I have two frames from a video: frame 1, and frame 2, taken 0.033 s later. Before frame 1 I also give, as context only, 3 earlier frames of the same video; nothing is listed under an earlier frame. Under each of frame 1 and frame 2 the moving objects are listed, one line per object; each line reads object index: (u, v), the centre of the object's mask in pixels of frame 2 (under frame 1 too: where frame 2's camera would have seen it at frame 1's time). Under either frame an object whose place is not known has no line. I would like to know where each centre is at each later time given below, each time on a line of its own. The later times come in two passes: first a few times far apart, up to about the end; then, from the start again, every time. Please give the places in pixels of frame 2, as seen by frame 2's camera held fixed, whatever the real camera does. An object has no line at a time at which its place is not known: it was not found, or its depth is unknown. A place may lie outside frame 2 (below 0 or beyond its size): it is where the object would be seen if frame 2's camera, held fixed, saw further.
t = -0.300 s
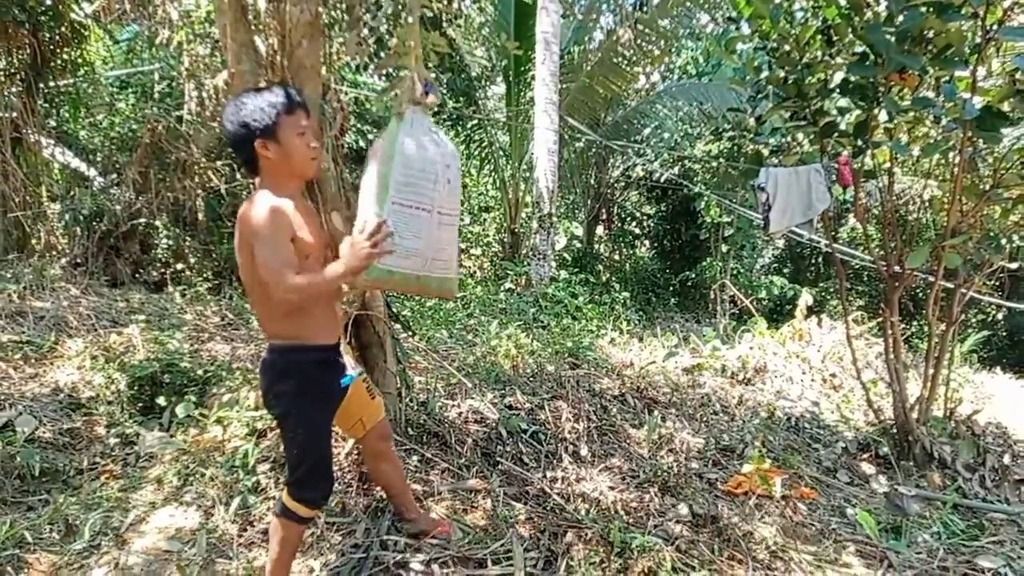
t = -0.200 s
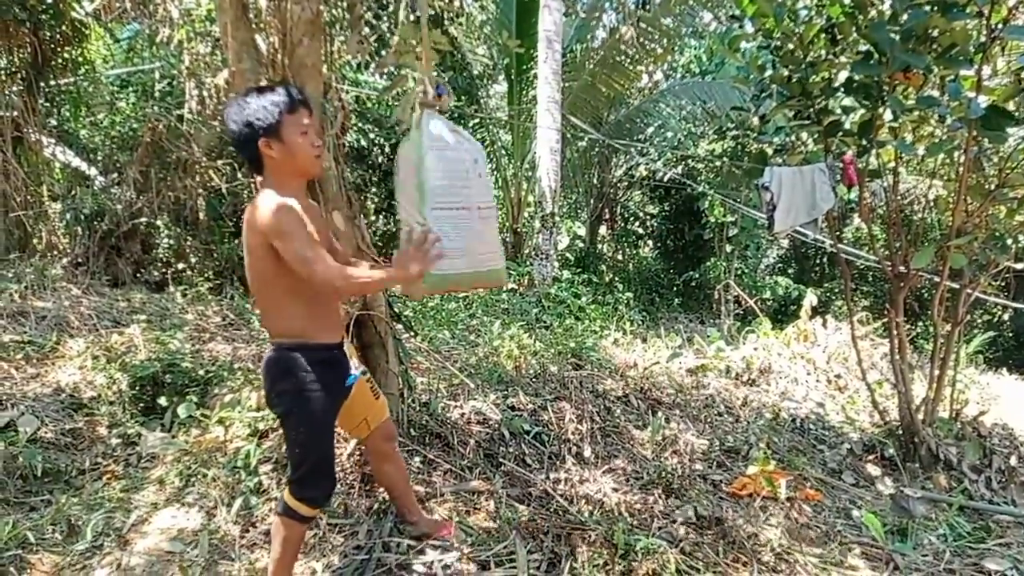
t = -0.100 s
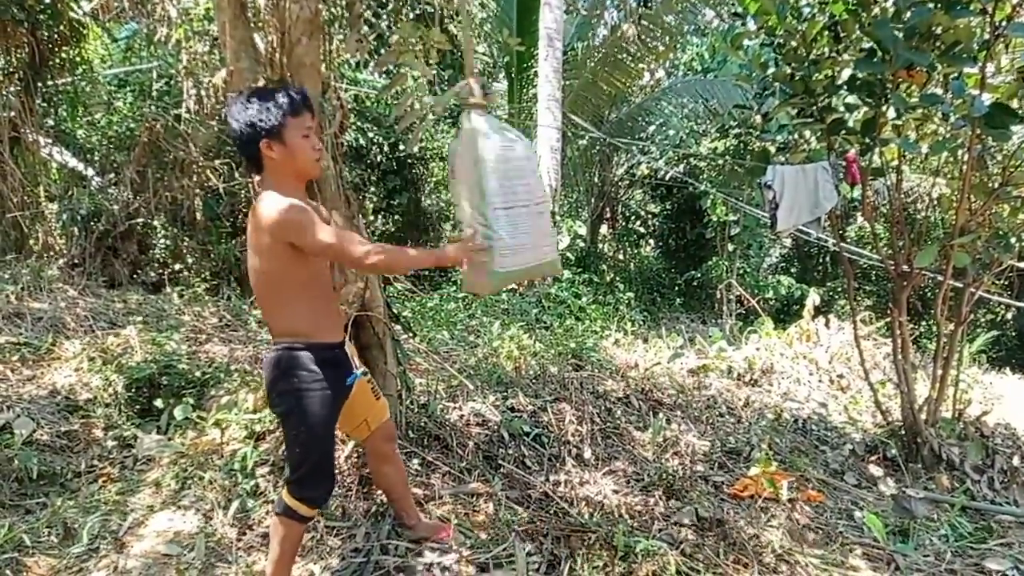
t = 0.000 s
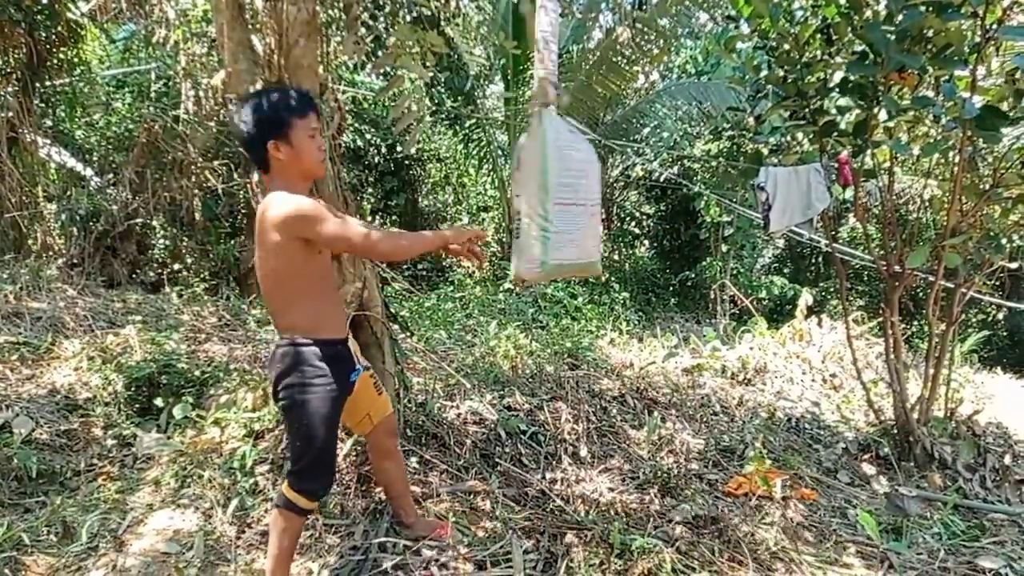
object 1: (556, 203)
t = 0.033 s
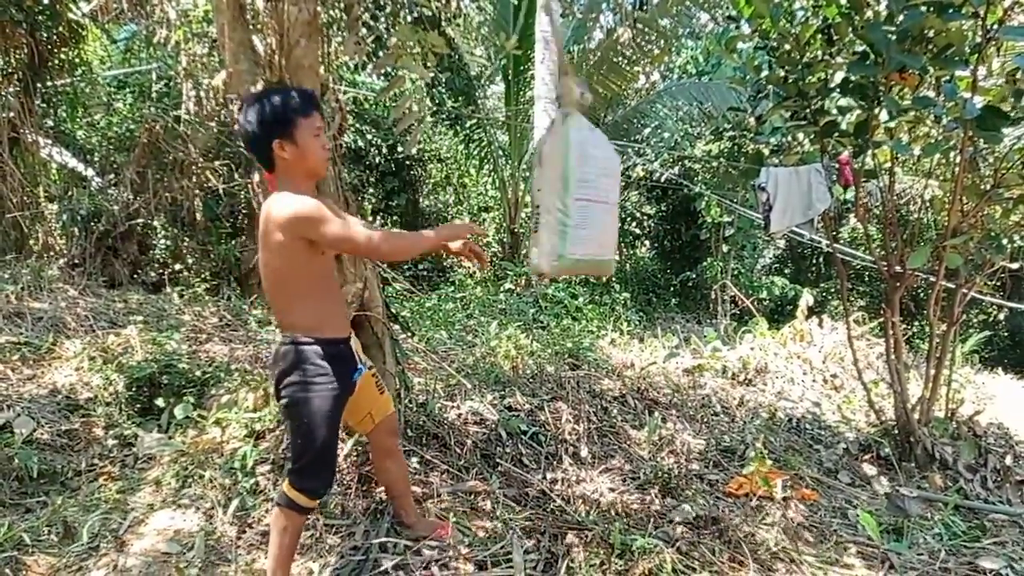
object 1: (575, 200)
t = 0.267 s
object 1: (670, 170)
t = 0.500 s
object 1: (725, 137)
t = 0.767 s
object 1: (737, 130)
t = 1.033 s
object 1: (699, 151)
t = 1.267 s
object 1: (620, 185)
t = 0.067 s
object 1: (592, 196)
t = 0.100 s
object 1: (608, 192)
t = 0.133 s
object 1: (622, 188)
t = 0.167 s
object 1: (635, 182)
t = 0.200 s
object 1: (648, 179)
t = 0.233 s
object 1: (659, 174)
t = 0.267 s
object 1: (670, 170)
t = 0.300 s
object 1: (680, 166)
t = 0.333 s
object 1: (689, 160)
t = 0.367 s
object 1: (699, 155)
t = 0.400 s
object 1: (706, 150)
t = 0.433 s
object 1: (712, 145)
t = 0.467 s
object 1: (719, 141)
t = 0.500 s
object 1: (725, 137)
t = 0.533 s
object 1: (730, 134)
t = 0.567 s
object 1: (733, 132)
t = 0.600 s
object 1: (736, 130)
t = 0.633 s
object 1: (736, 129)
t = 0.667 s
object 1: (736, 129)
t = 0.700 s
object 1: (737, 129)
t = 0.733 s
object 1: (738, 130)
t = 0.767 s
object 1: (737, 130)
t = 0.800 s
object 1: (734, 131)
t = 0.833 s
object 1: (731, 133)
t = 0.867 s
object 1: (728, 135)
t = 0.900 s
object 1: (724, 137)
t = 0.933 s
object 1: (718, 139)
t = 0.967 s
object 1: (712, 143)
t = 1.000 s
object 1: (706, 147)
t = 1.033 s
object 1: (699, 151)
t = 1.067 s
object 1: (690, 156)
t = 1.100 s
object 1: (680, 161)
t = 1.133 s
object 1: (670, 166)
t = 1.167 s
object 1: (659, 170)
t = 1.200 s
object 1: (648, 175)
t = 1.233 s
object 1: (635, 180)
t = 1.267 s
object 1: (620, 185)
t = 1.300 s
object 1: (606, 188)
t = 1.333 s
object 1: (593, 193)
